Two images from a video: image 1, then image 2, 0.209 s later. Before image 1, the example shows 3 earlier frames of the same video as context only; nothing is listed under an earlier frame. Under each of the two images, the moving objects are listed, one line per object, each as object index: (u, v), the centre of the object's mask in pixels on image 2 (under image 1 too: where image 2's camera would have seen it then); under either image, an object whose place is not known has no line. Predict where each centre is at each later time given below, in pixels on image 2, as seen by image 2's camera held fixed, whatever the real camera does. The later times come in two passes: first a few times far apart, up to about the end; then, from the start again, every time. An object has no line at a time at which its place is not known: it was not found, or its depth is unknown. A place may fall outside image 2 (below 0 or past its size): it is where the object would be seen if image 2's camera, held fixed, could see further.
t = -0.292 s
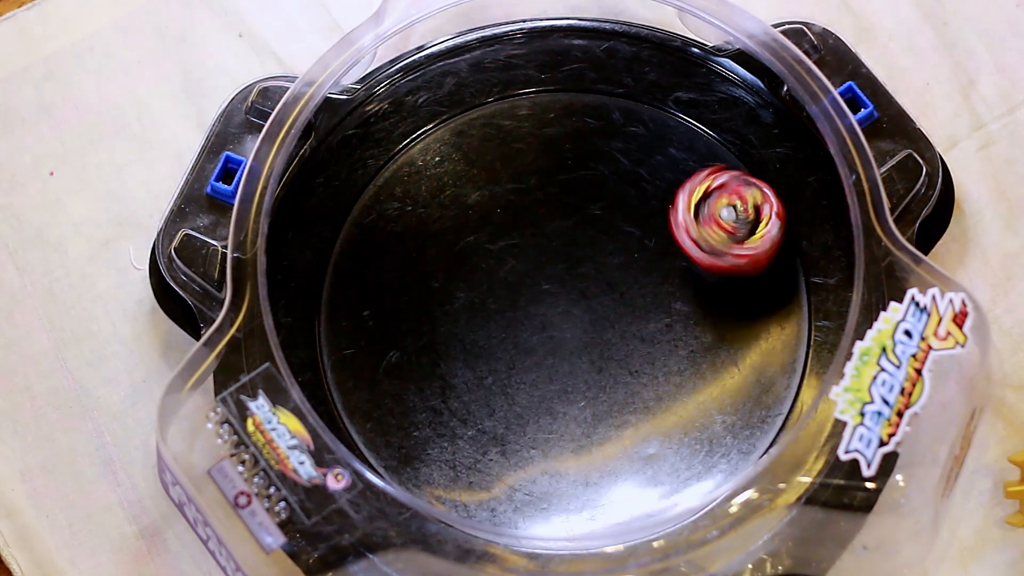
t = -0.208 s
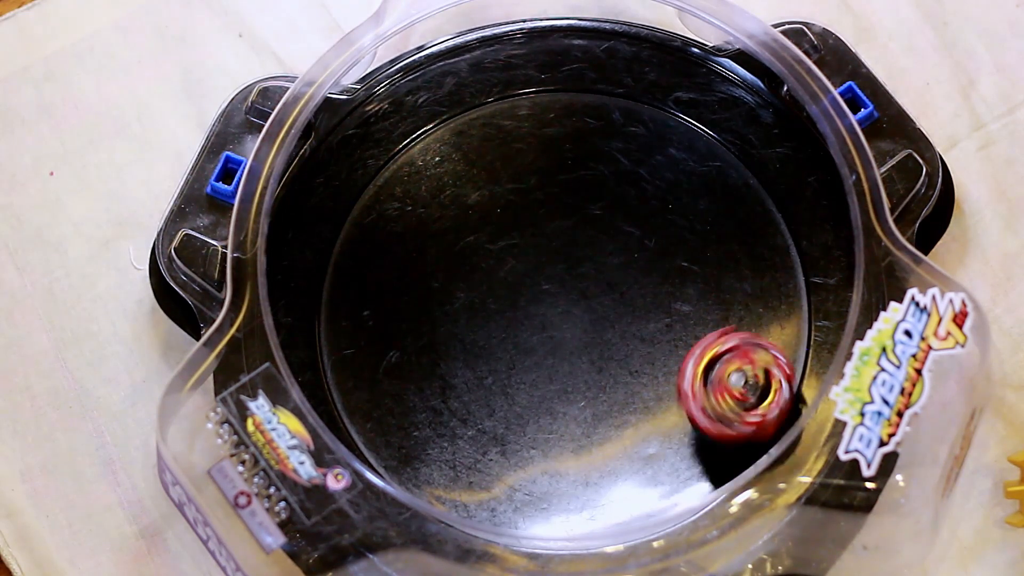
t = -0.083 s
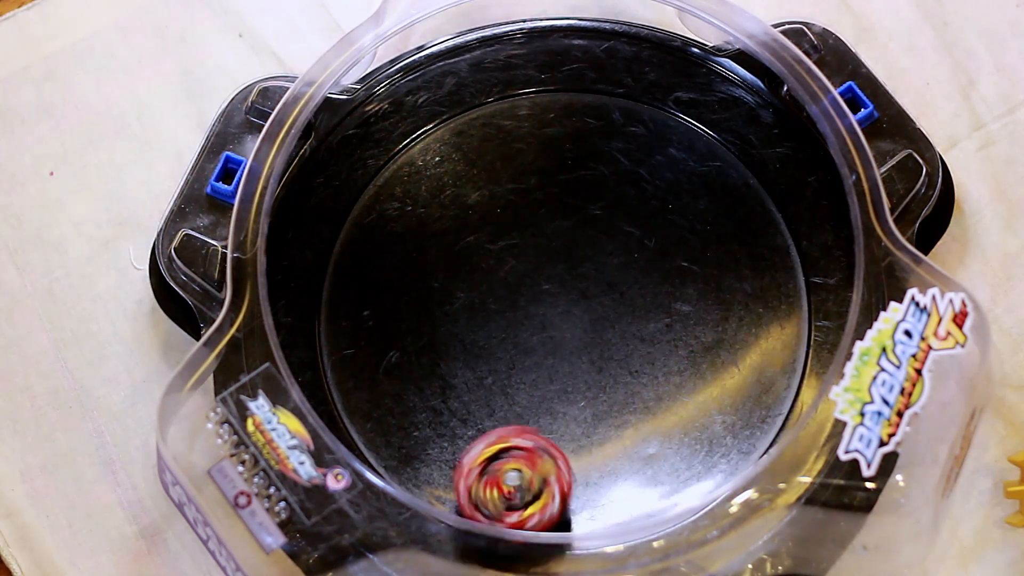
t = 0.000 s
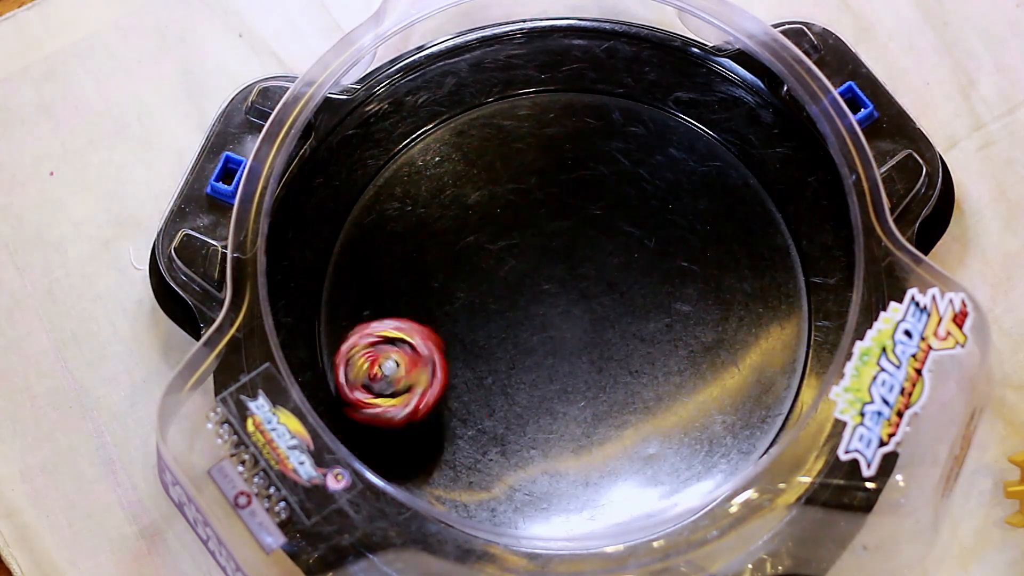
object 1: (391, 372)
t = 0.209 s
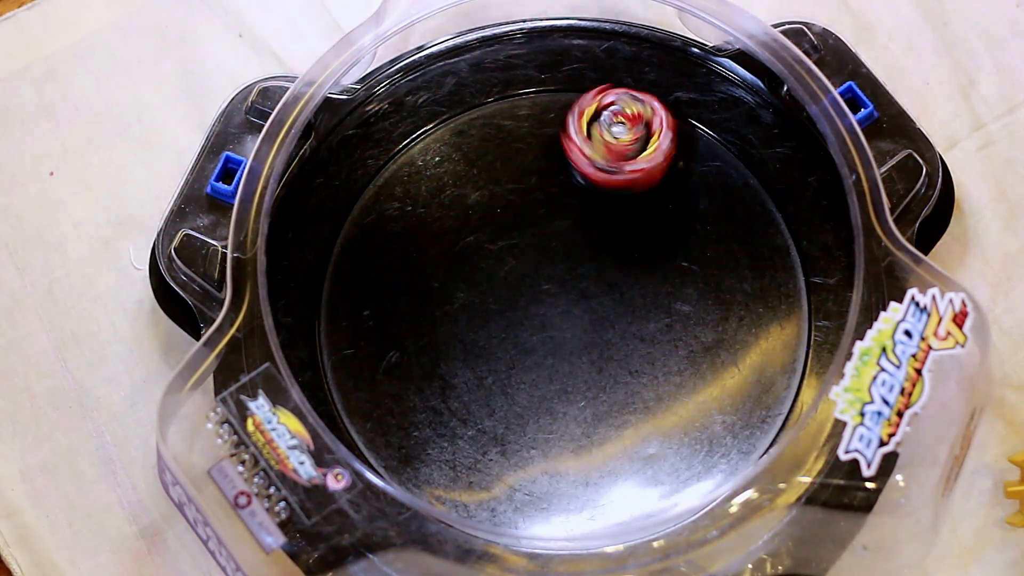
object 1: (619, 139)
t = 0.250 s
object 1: (691, 179)
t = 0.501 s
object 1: (474, 464)
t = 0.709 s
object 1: (491, 159)
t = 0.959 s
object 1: (694, 427)
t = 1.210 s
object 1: (401, 235)
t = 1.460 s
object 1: (730, 328)
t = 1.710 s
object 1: (408, 354)
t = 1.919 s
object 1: (629, 157)
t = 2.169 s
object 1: (536, 466)
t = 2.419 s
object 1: (519, 175)
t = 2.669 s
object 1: (671, 424)
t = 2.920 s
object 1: (419, 225)
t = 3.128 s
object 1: (704, 291)
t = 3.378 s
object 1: (448, 382)
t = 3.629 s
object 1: (650, 185)
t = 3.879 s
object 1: (492, 447)
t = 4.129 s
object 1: (590, 190)
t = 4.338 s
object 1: (667, 392)
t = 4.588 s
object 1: (424, 239)
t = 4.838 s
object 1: (688, 376)
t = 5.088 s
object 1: (466, 283)
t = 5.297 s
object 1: (644, 217)
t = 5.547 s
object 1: (469, 416)
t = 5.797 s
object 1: (645, 229)
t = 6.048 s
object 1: (517, 371)
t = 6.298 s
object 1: (568, 238)
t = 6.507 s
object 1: (574, 432)
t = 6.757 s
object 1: (594, 218)
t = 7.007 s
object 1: (525, 366)
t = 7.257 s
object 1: (580, 261)
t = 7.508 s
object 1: (519, 378)
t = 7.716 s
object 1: (623, 255)
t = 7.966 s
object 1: (503, 332)
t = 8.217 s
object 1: (608, 301)
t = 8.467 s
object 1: (505, 323)
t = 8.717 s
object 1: (624, 330)
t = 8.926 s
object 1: (517, 302)
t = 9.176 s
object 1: (597, 331)
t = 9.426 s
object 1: (531, 294)
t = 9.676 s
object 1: (578, 349)
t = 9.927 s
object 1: (540, 294)
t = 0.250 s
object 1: (691, 179)
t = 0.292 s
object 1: (738, 249)
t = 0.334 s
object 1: (744, 332)
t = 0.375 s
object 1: (709, 410)
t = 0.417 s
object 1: (640, 464)
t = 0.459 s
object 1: (555, 481)
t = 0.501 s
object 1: (474, 464)
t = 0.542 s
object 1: (411, 415)
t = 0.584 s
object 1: (379, 345)
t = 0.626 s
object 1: (384, 269)
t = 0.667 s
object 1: (424, 203)
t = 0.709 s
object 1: (491, 159)
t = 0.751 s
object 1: (573, 145)
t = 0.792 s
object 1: (653, 165)
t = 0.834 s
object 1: (716, 215)
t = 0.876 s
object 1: (747, 285)
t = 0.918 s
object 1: (739, 362)
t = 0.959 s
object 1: (694, 427)
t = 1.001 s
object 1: (619, 467)
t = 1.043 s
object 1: (533, 469)
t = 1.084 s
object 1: (456, 435)
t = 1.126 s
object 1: (404, 376)
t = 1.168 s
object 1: (385, 304)
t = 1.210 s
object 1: (401, 235)
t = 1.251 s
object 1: (445, 180)
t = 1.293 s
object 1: (512, 149)
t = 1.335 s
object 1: (592, 151)
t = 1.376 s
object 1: (666, 187)
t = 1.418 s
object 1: (716, 251)
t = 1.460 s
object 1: (730, 328)
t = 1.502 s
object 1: (709, 400)
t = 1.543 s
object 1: (657, 453)
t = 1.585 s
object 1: (584, 477)
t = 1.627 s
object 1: (507, 467)
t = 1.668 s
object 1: (443, 422)
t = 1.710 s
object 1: (408, 354)
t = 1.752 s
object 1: (405, 279)
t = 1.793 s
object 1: (436, 212)
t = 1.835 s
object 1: (491, 166)
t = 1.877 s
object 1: (559, 146)
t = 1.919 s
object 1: (629, 157)
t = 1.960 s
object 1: (688, 199)
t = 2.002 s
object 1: (722, 266)
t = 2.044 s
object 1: (717, 344)
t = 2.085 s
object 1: (677, 411)
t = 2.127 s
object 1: (612, 455)
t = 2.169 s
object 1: (536, 466)
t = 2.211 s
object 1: (466, 444)
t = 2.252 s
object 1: (415, 397)
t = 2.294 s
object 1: (394, 332)
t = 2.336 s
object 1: (408, 264)
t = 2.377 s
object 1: (454, 208)
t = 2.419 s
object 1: (519, 175)
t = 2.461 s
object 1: (594, 169)
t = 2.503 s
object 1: (664, 192)
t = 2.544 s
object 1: (715, 239)
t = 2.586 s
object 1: (735, 303)
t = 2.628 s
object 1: (721, 369)
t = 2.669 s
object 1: (671, 424)
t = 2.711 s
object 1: (597, 450)
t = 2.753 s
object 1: (517, 442)
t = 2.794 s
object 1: (451, 403)
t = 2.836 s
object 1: (412, 346)
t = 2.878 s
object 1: (400, 283)
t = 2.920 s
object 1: (419, 225)
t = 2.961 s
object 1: (466, 183)
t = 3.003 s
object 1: (532, 166)
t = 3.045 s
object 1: (607, 182)
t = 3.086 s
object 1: (668, 227)
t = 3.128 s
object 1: (704, 291)
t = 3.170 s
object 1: (707, 359)
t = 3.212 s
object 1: (681, 416)
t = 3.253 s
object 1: (630, 456)
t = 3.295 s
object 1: (562, 465)
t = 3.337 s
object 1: (495, 437)
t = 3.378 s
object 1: (448, 382)
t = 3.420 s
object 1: (432, 313)
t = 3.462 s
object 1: (443, 246)
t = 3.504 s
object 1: (479, 193)
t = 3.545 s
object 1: (531, 161)
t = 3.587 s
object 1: (592, 156)
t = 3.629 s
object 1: (650, 185)
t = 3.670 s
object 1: (688, 241)
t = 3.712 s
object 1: (695, 312)
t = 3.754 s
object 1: (669, 380)
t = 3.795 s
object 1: (618, 431)
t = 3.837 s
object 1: (554, 454)
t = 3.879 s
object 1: (492, 447)
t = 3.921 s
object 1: (441, 413)
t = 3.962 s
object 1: (417, 360)
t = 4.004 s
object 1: (423, 296)
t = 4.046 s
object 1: (461, 241)
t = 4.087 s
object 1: (521, 201)
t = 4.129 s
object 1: (590, 190)
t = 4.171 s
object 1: (652, 201)
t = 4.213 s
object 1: (700, 234)
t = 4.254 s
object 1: (724, 285)
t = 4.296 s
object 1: (713, 343)
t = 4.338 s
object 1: (667, 392)
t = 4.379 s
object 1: (597, 419)
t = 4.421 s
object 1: (523, 413)
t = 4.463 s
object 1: (460, 384)
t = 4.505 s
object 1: (418, 338)
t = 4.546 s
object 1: (407, 284)
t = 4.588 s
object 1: (424, 239)
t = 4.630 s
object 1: (466, 205)
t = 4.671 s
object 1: (530, 196)
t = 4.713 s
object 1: (600, 218)
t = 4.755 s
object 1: (655, 265)
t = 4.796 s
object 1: (686, 322)
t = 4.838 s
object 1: (688, 376)
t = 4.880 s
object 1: (667, 422)
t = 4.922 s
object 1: (621, 446)
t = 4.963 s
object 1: (562, 441)
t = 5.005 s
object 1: (509, 406)
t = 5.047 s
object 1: (474, 348)
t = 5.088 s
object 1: (466, 283)
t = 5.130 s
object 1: (484, 226)
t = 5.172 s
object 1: (516, 187)
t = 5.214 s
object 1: (558, 168)
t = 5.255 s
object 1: (605, 178)
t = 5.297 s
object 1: (644, 217)
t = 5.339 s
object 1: (660, 279)
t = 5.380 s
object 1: (646, 343)
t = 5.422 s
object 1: (609, 397)
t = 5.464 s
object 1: (560, 427)
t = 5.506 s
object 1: (508, 434)
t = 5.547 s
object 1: (469, 416)
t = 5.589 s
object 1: (444, 378)
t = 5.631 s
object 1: (446, 325)
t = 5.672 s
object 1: (480, 276)
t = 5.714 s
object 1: (532, 241)
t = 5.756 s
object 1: (591, 224)
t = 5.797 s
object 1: (645, 229)
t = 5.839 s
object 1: (685, 252)
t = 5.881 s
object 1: (703, 288)
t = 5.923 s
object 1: (690, 334)
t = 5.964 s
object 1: (645, 370)
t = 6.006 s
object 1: (581, 383)
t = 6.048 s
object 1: (517, 371)
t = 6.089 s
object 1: (466, 339)
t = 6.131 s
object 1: (443, 296)
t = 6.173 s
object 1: (440, 258)
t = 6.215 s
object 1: (465, 228)
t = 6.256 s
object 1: (513, 218)
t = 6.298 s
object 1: (568, 238)
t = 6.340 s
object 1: (613, 281)
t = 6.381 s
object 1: (637, 336)
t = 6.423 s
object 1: (634, 385)
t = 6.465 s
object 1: (612, 421)
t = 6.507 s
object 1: (574, 432)
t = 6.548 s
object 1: (533, 417)
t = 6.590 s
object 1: (507, 377)
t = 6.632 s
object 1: (502, 324)
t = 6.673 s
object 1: (519, 272)
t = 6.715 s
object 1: (552, 235)
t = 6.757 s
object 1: (594, 218)
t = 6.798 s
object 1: (634, 223)
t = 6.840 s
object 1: (657, 252)
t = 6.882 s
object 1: (657, 294)
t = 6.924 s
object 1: (629, 339)
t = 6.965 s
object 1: (577, 365)
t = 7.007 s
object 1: (525, 366)
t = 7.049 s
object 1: (480, 350)
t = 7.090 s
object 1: (455, 318)
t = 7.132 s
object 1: (458, 283)
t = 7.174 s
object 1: (486, 255)
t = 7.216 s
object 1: (532, 247)
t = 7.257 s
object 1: (580, 261)
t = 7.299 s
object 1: (616, 296)
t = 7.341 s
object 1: (631, 340)
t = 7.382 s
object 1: (622, 380)
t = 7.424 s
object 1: (592, 403)
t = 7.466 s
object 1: (553, 402)
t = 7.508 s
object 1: (519, 378)
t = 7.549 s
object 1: (504, 338)
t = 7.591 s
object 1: (514, 293)
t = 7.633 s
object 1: (543, 259)
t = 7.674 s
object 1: (583, 245)
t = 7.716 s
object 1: (623, 255)
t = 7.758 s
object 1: (646, 283)
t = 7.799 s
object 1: (647, 318)
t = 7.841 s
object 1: (622, 350)
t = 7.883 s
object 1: (580, 365)
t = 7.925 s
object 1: (536, 358)
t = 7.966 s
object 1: (503, 332)
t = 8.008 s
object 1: (489, 298)
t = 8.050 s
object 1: (497, 267)
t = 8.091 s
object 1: (522, 248)
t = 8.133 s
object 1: (556, 247)
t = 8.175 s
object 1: (589, 267)
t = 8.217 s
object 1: (608, 301)
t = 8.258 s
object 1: (607, 339)
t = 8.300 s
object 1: (586, 370)
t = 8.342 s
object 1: (556, 383)
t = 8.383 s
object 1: (527, 376)
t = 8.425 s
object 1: (508, 353)
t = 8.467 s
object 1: (505, 323)
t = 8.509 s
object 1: (521, 293)
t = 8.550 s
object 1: (549, 275)
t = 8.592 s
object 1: (583, 270)
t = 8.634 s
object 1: (611, 283)
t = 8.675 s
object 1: (628, 304)
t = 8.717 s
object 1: (624, 330)
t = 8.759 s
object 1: (605, 351)
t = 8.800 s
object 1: (574, 359)
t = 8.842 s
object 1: (546, 349)
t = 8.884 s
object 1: (522, 328)
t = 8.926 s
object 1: (517, 302)
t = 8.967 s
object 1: (524, 277)
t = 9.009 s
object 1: (546, 263)
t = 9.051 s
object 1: (571, 262)
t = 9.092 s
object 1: (593, 281)
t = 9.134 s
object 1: (603, 305)
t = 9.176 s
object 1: (597, 331)
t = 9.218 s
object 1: (579, 349)
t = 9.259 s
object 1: (553, 358)
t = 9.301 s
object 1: (531, 351)
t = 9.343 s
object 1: (516, 333)
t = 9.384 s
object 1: (517, 311)
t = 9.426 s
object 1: (531, 294)
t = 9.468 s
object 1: (556, 285)
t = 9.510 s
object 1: (581, 289)
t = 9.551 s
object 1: (597, 303)
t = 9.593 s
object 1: (602, 324)
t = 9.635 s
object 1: (597, 340)
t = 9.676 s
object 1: (578, 349)
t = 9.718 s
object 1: (560, 346)
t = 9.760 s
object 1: (542, 335)
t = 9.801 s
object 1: (536, 321)
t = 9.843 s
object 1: (536, 311)
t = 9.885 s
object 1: (538, 301)
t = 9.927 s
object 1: (540, 294)
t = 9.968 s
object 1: (546, 289)
